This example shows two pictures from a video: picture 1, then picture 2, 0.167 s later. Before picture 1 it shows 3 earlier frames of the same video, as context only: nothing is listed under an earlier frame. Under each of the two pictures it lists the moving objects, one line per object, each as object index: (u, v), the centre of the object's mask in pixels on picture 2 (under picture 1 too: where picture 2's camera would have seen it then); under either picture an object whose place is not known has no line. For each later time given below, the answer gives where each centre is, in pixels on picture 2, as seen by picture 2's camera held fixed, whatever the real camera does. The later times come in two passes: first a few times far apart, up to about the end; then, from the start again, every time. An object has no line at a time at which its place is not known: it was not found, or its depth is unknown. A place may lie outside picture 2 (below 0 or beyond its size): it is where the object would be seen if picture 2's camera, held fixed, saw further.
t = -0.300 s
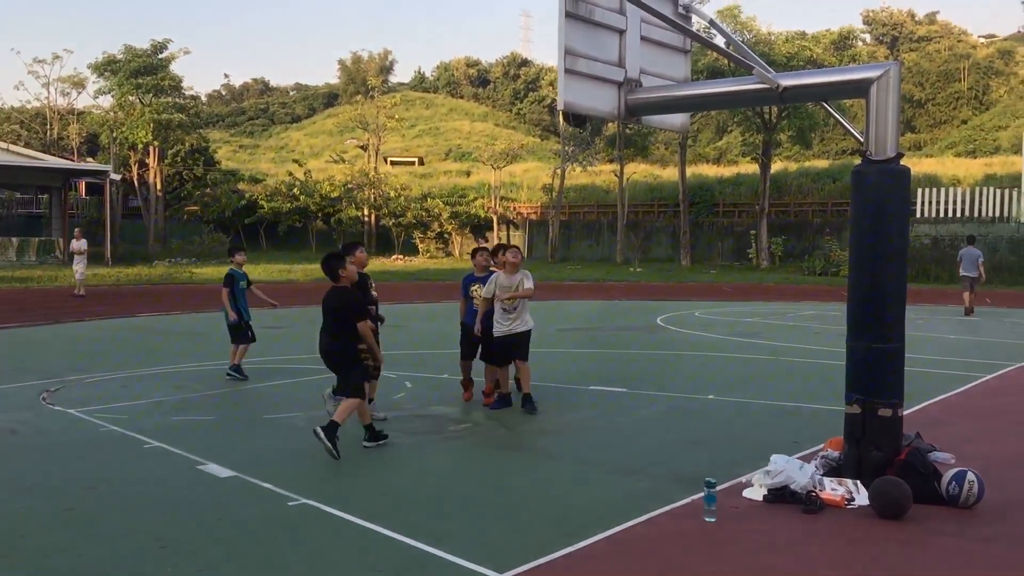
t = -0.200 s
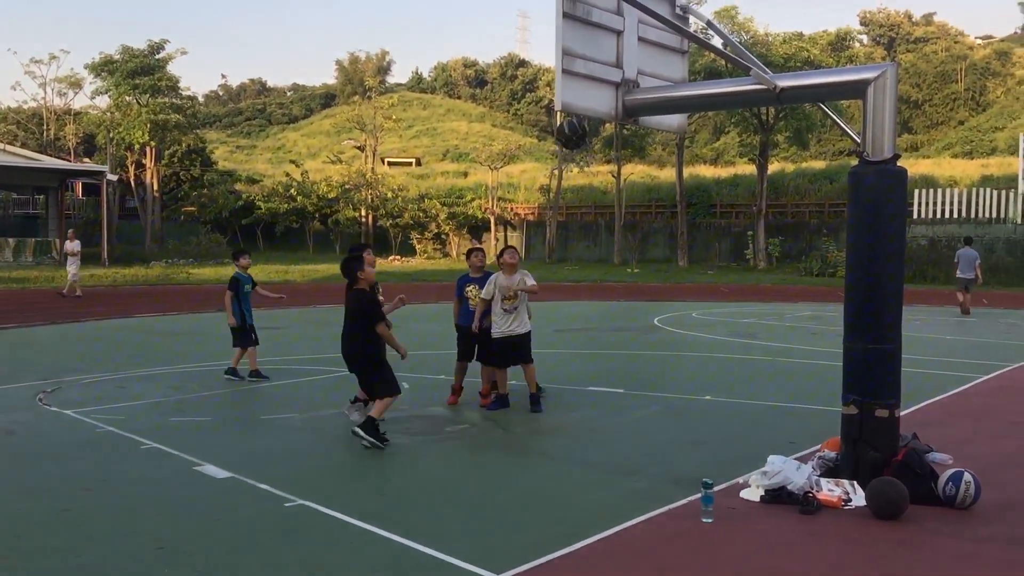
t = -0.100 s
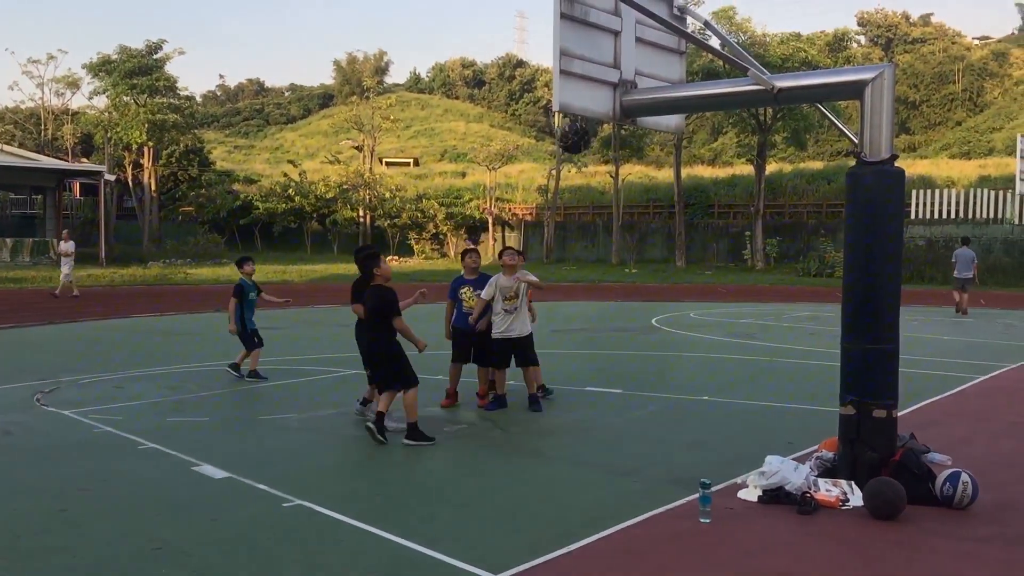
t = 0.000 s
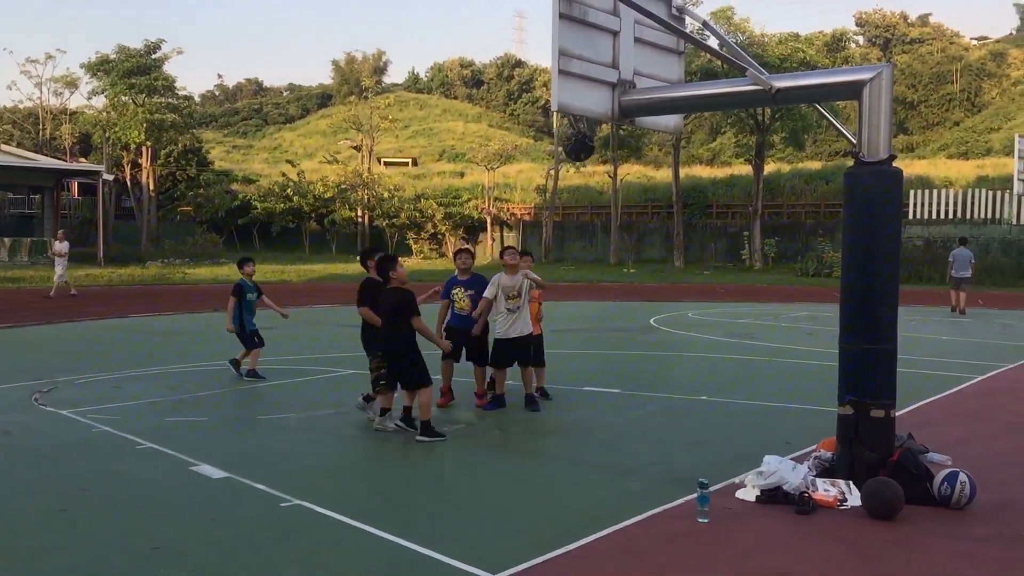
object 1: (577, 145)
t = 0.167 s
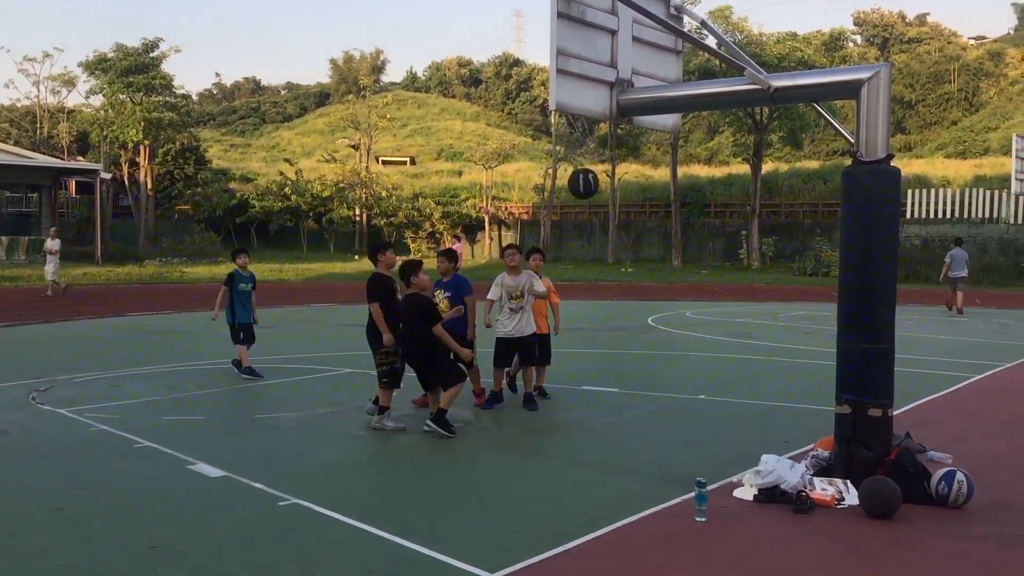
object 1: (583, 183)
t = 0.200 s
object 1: (585, 195)
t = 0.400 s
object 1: (592, 296)
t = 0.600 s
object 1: (598, 421)
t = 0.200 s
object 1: (585, 195)
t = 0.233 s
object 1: (586, 209)
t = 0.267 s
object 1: (587, 224)
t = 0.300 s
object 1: (588, 240)
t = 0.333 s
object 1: (589, 257)
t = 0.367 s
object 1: (591, 276)
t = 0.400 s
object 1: (592, 296)
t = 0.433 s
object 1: (593, 317)
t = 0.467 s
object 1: (594, 340)
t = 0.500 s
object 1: (595, 365)
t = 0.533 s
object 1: (597, 390)
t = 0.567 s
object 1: (597, 417)
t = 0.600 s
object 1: (598, 421)
